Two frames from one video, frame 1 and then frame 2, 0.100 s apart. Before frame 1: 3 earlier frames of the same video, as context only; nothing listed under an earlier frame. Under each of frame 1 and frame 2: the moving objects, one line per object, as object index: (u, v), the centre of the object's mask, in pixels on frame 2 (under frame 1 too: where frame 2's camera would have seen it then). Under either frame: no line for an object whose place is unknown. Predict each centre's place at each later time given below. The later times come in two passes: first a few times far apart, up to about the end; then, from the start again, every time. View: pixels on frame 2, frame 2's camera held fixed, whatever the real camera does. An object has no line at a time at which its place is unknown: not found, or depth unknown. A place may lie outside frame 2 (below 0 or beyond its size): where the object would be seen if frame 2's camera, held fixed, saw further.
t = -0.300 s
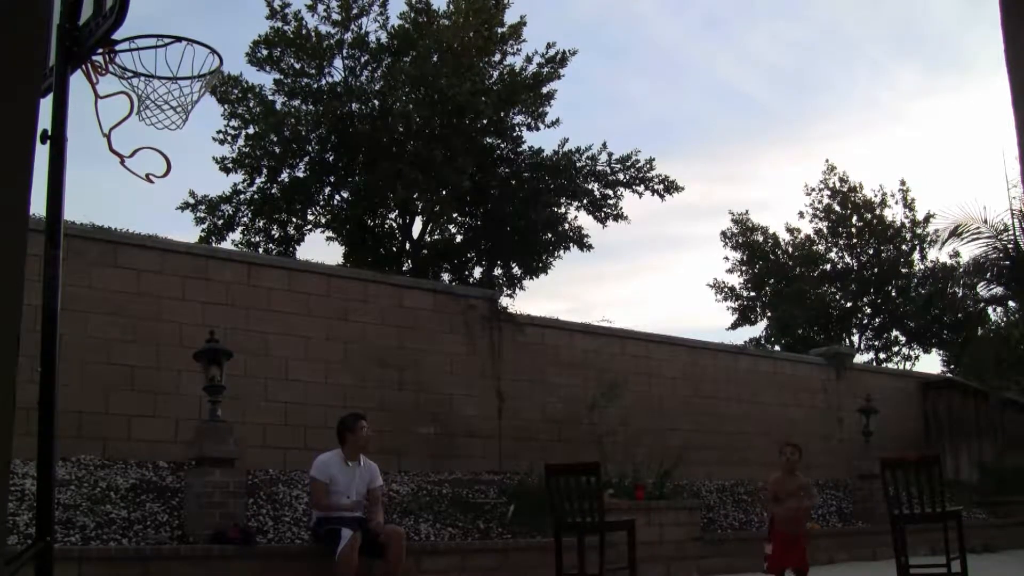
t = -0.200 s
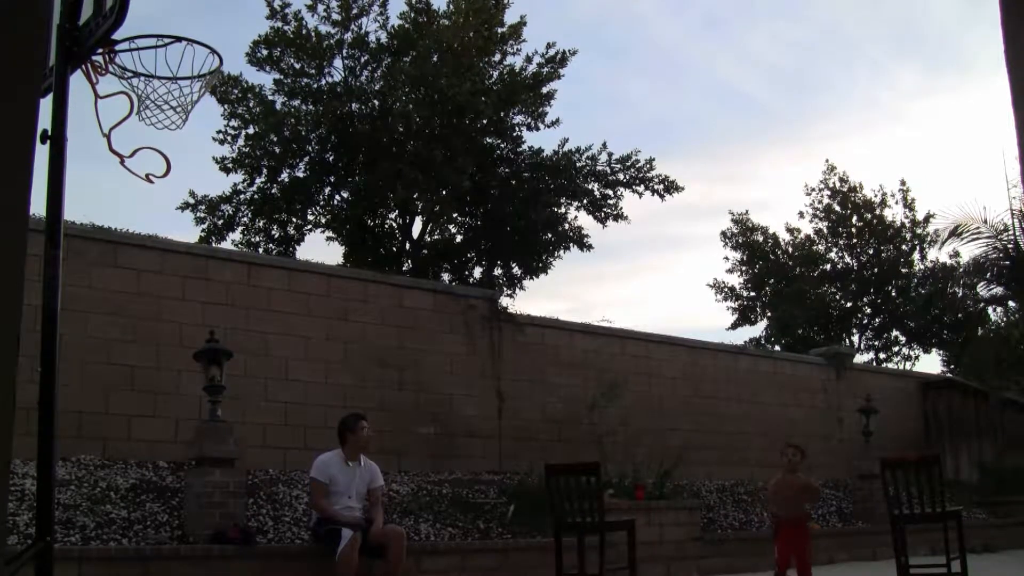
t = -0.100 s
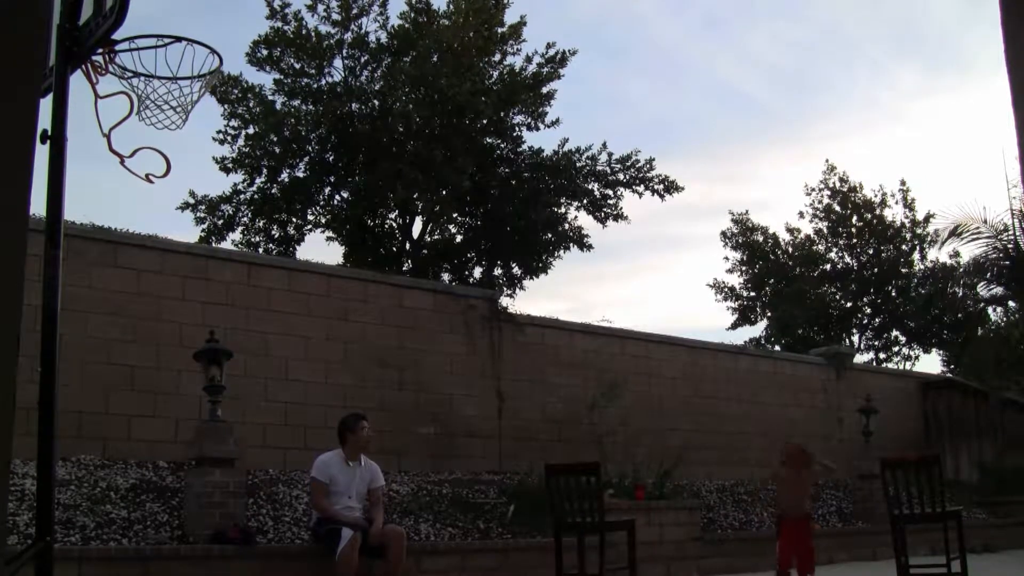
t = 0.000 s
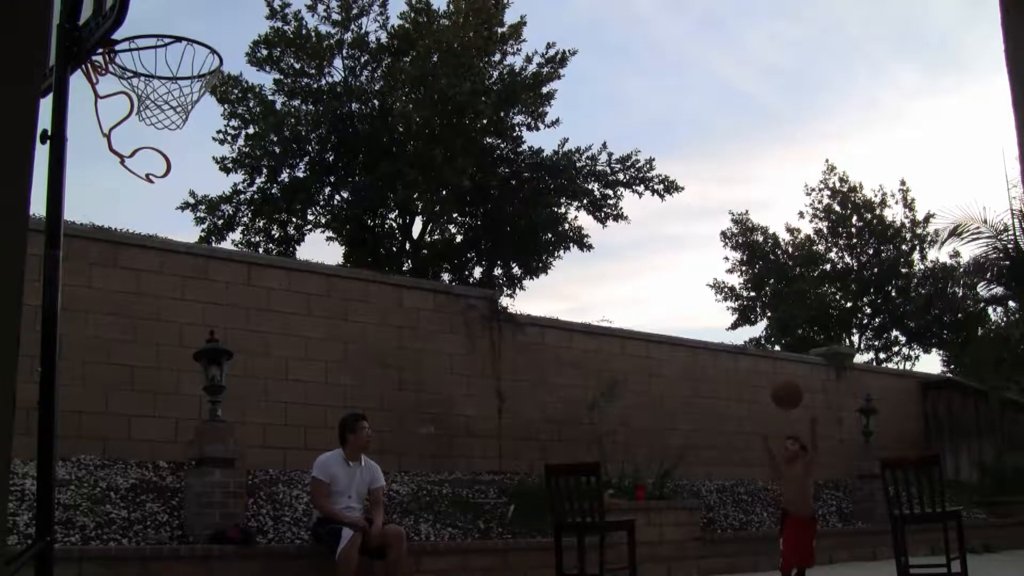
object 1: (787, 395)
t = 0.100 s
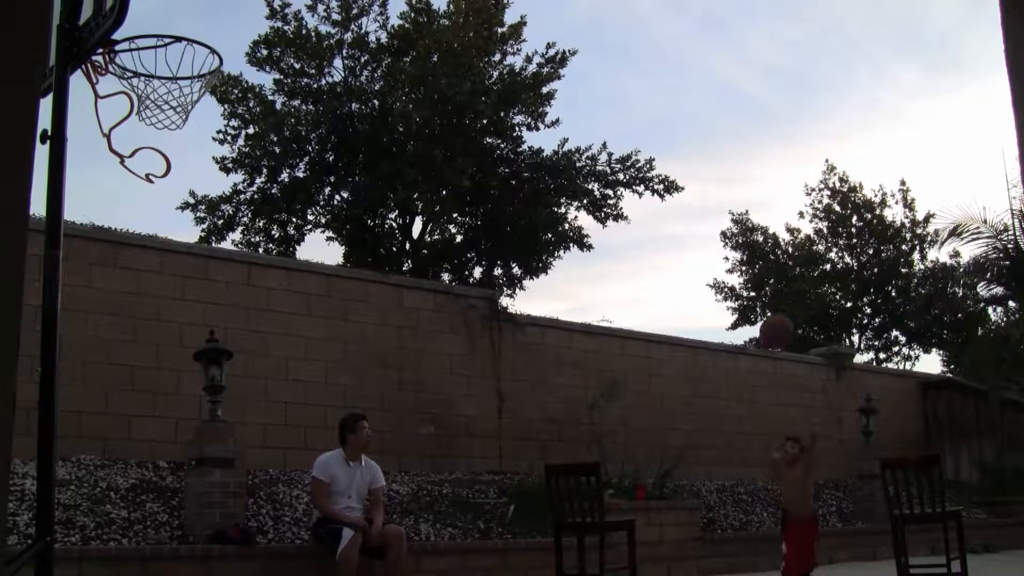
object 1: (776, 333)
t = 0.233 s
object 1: (763, 266)
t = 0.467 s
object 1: (738, 200)
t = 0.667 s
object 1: (717, 208)
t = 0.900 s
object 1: (694, 329)
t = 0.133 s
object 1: (773, 314)
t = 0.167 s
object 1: (770, 296)
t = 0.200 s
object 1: (767, 280)
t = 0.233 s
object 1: (763, 266)
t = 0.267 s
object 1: (760, 254)
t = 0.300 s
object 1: (755, 239)
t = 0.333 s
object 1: (751, 229)
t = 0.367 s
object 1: (748, 219)
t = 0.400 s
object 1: (745, 211)
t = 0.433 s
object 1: (741, 205)
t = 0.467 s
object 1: (738, 200)
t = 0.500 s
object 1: (734, 197)
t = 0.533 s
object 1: (731, 195)
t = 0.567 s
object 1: (727, 196)
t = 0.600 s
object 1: (724, 198)
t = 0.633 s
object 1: (721, 202)
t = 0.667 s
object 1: (717, 208)
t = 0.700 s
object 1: (714, 217)
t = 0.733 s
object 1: (711, 228)
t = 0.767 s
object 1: (707, 242)
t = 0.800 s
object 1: (704, 258)
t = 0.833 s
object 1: (700, 278)
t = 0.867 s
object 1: (697, 302)
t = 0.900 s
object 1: (694, 329)
